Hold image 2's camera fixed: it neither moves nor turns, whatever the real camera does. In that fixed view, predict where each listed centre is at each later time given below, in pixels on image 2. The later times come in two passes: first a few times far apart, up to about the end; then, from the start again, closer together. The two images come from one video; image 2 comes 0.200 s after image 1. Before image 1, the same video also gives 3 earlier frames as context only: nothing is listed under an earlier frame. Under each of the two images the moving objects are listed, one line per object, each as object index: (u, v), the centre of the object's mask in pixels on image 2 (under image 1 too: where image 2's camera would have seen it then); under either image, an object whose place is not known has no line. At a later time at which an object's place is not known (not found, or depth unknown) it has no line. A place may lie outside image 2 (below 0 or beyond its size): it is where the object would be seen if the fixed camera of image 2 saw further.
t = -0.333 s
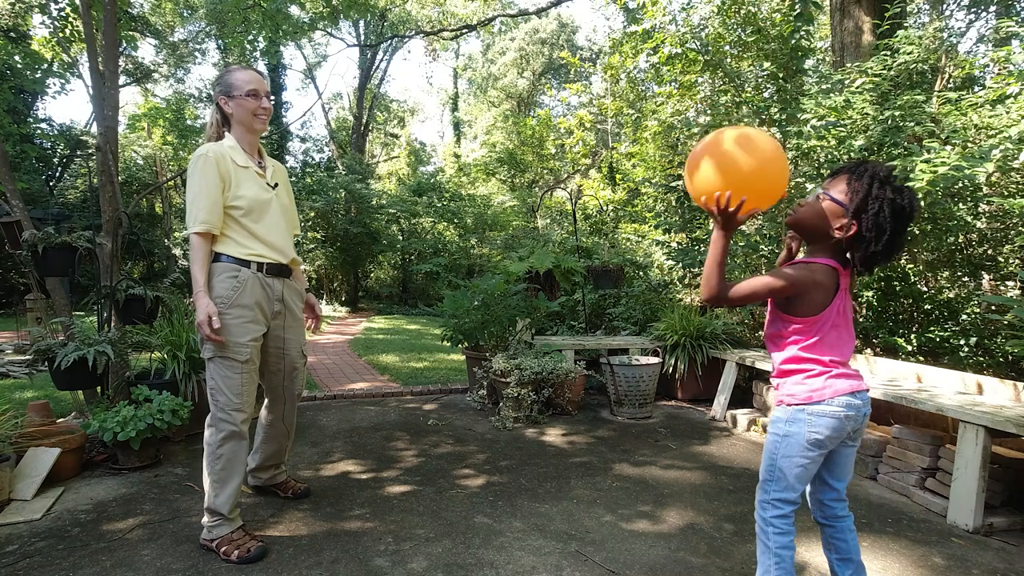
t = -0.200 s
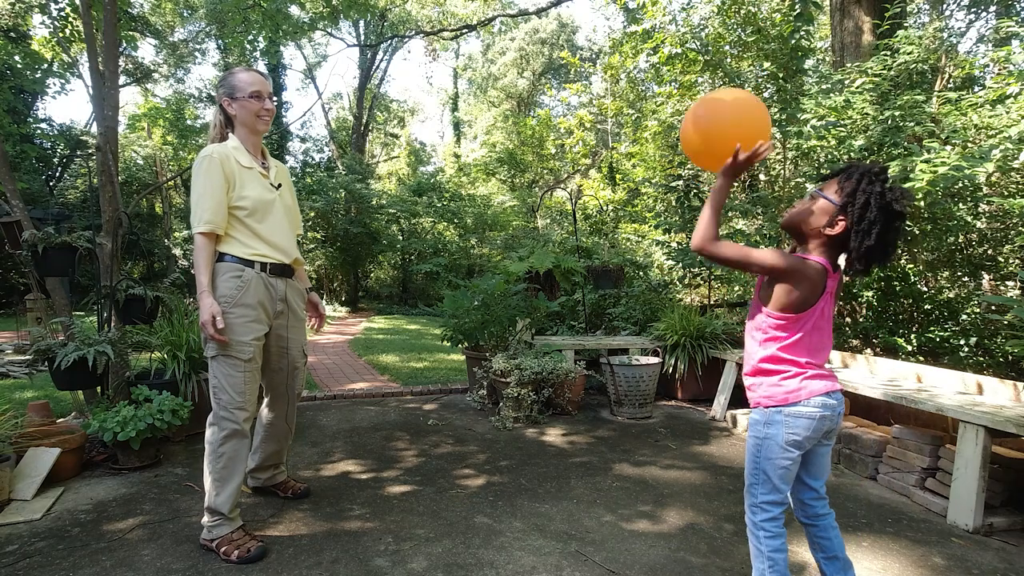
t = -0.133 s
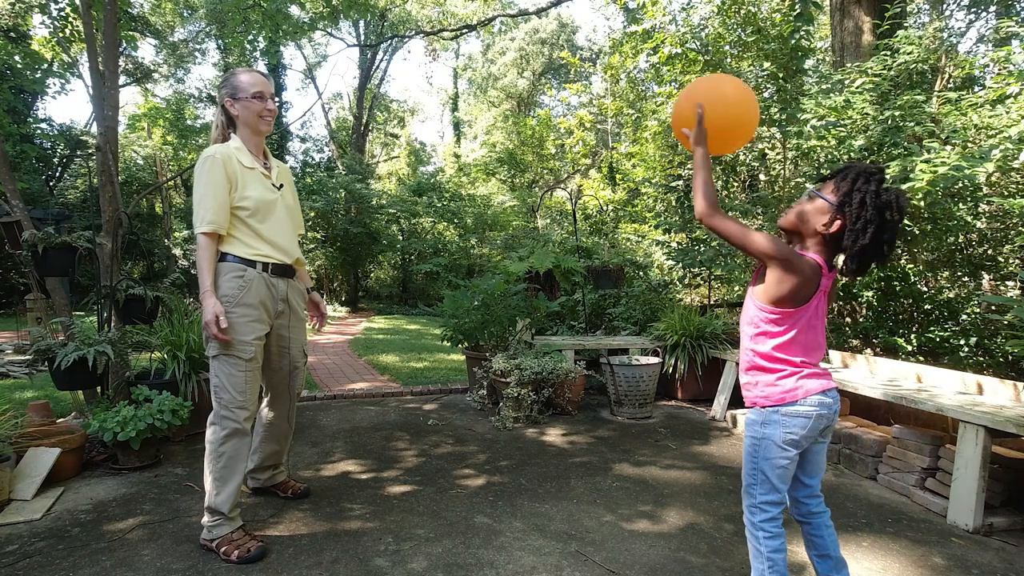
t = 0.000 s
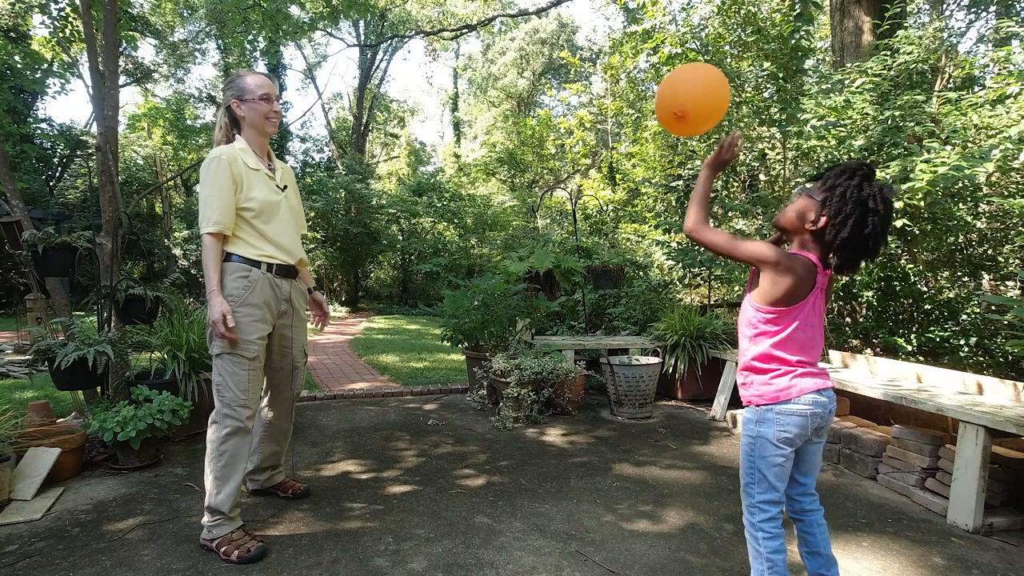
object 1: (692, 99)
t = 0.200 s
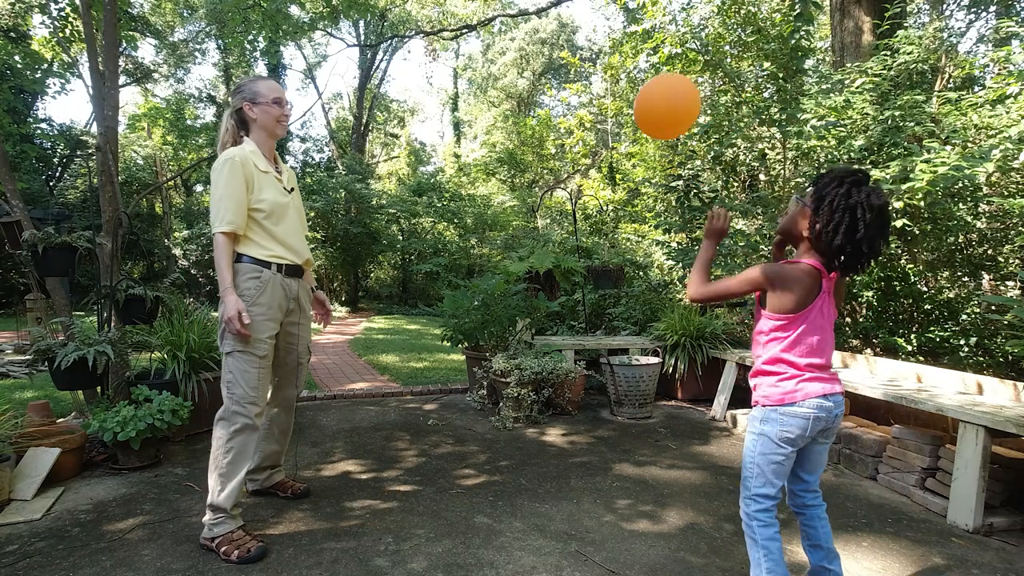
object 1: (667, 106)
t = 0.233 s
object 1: (663, 110)
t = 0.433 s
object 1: (655, 144)
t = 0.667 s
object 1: (660, 198)
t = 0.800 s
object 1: (665, 234)
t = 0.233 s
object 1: (663, 110)
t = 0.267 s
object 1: (659, 114)
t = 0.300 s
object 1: (657, 119)
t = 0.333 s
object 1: (656, 125)
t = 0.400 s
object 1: (655, 137)
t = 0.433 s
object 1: (655, 144)
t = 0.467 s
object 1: (655, 150)
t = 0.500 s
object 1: (656, 158)
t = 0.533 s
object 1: (657, 165)
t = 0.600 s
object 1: (659, 182)
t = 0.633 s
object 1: (659, 190)
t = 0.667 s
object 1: (660, 198)
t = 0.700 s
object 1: (661, 207)
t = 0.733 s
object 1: (663, 216)
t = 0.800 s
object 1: (665, 234)
